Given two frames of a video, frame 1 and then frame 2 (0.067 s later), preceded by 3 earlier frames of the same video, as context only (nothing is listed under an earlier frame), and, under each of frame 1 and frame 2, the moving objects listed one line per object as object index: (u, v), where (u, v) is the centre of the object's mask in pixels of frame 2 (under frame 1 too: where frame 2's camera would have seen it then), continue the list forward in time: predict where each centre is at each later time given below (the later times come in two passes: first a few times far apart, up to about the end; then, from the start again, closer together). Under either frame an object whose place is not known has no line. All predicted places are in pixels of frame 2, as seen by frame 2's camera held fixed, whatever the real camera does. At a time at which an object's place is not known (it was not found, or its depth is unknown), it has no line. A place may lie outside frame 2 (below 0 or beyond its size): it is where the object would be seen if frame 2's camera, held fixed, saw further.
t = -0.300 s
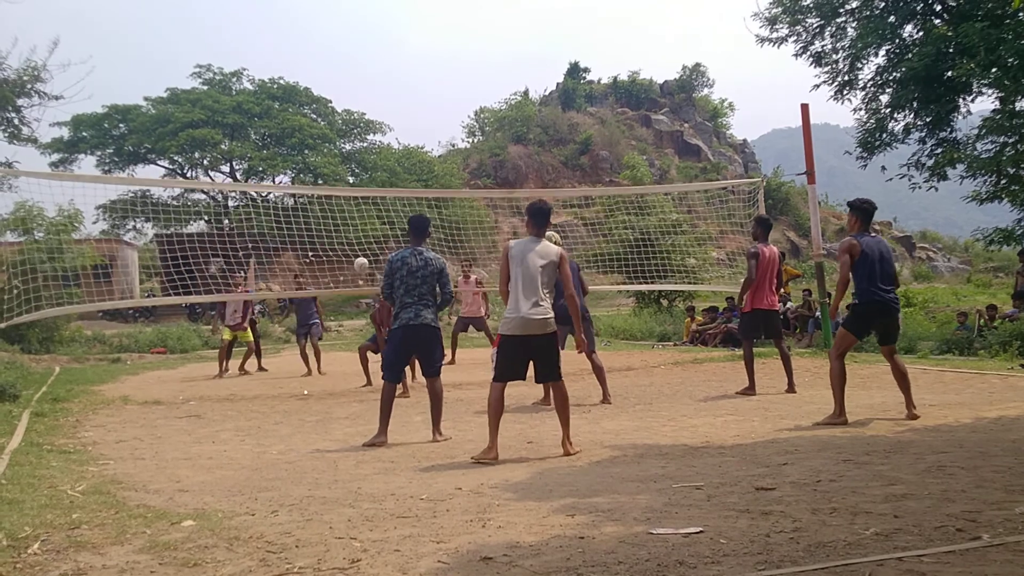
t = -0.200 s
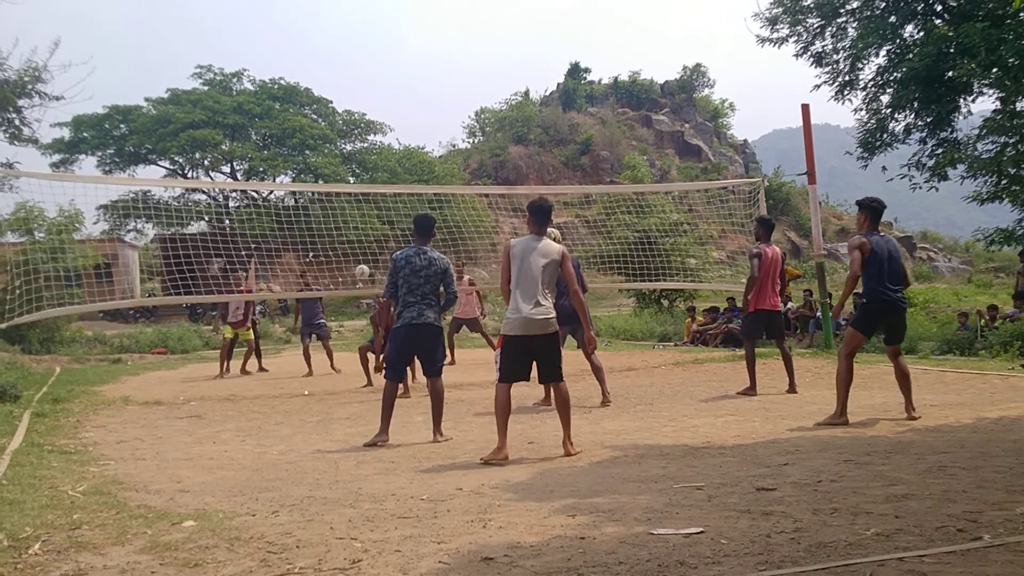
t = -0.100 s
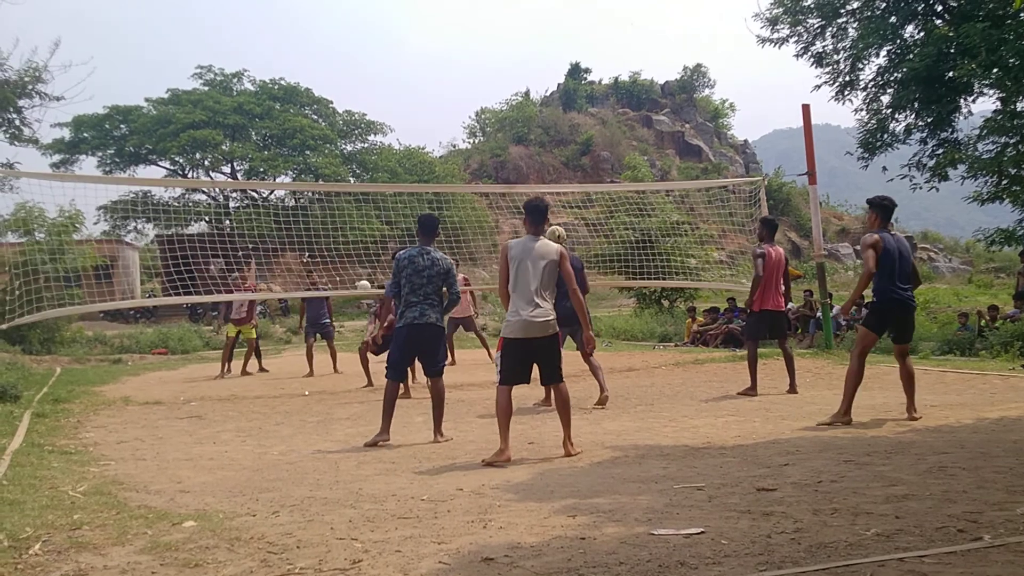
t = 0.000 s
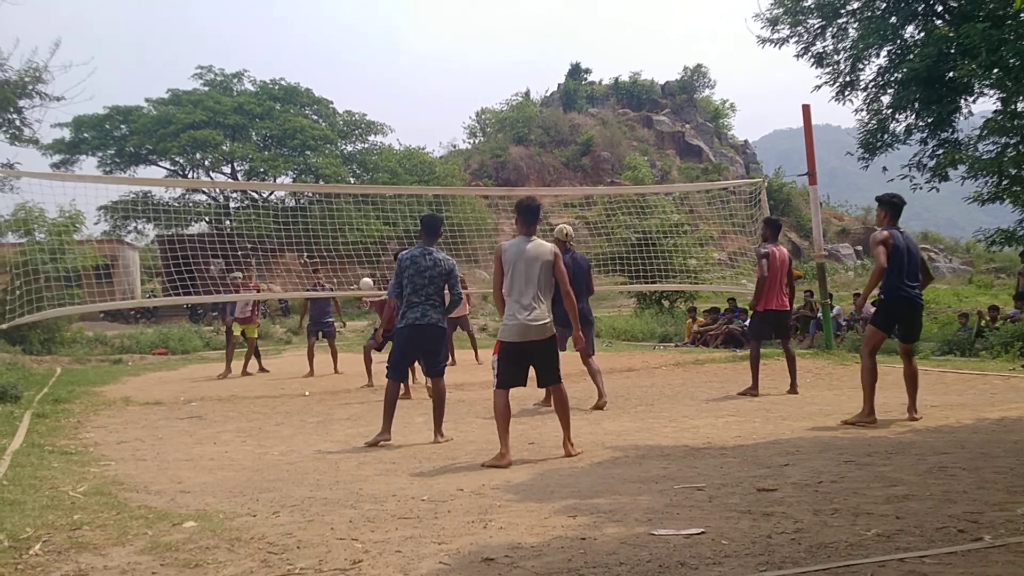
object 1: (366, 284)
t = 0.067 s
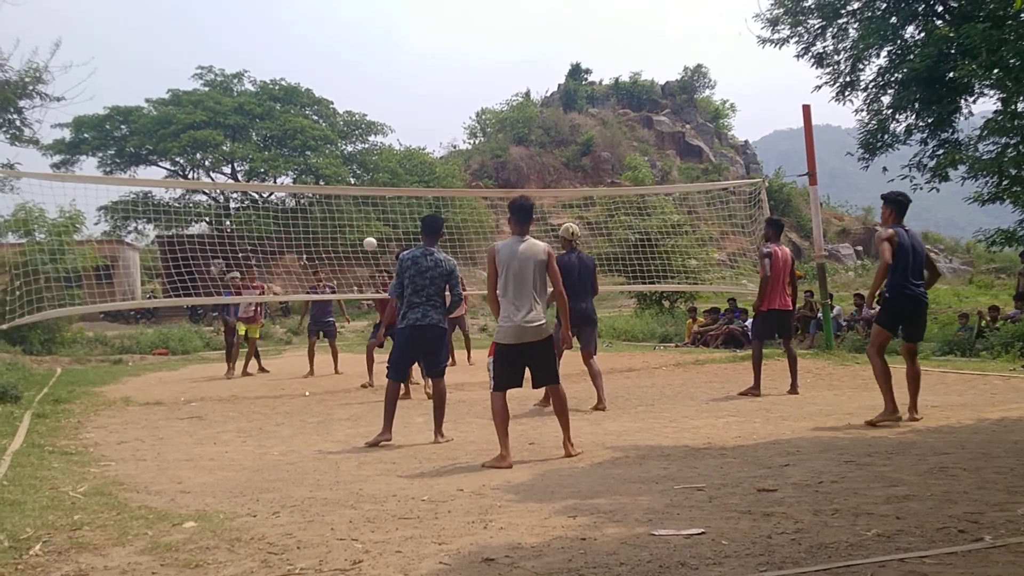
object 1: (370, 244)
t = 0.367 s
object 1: (386, 109)
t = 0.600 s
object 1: (400, 56)
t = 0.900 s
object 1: (421, 53)
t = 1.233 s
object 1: (447, 133)
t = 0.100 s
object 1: (372, 224)
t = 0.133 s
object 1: (373, 207)
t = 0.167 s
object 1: (375, 186)
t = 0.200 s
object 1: (377, 174)
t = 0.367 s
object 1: (386, 109)
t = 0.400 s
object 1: (388, 98)
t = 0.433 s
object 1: (390, 89)
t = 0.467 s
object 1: (392, 81)
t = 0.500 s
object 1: (394, 73)
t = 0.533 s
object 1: (396, 66)
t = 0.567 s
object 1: (398, 60)
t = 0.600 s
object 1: (400, 56)
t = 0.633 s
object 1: (402, 52)
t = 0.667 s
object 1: (404, 49)
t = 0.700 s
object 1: (406, 47)
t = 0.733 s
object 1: (409, 45)
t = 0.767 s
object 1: (411, 45)
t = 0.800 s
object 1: (414, 46)
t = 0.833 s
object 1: (416, 47)
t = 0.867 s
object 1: (418, 50)
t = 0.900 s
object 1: (421, 53)
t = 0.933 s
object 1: (423, 57)
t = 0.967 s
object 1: (426, 62)
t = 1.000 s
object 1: (428, 68)
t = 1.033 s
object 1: (431, 74)
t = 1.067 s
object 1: (433, 82)
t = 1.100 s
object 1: (436, 90)
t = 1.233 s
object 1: (447, 133)
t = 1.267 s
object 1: (450, 145)
